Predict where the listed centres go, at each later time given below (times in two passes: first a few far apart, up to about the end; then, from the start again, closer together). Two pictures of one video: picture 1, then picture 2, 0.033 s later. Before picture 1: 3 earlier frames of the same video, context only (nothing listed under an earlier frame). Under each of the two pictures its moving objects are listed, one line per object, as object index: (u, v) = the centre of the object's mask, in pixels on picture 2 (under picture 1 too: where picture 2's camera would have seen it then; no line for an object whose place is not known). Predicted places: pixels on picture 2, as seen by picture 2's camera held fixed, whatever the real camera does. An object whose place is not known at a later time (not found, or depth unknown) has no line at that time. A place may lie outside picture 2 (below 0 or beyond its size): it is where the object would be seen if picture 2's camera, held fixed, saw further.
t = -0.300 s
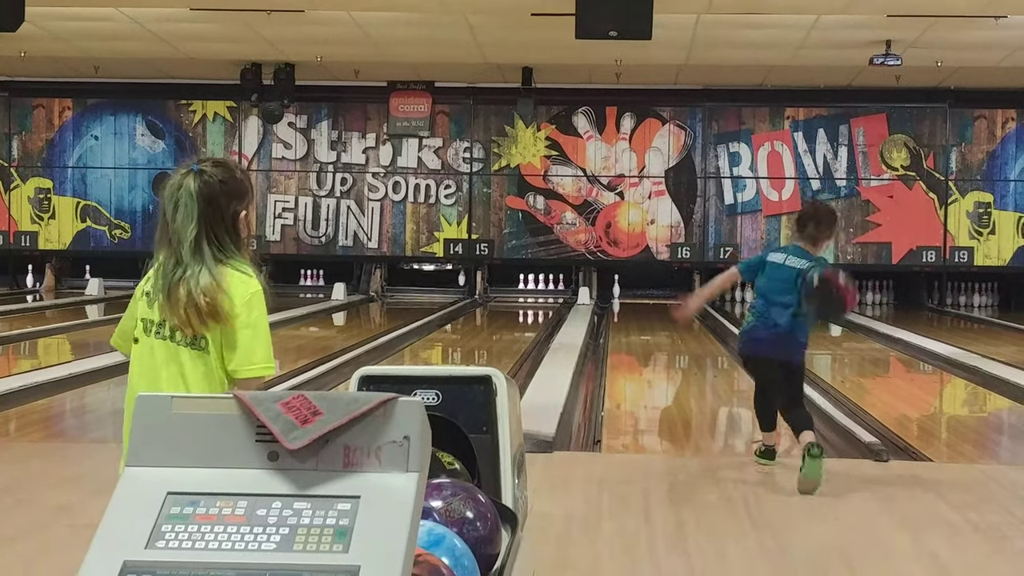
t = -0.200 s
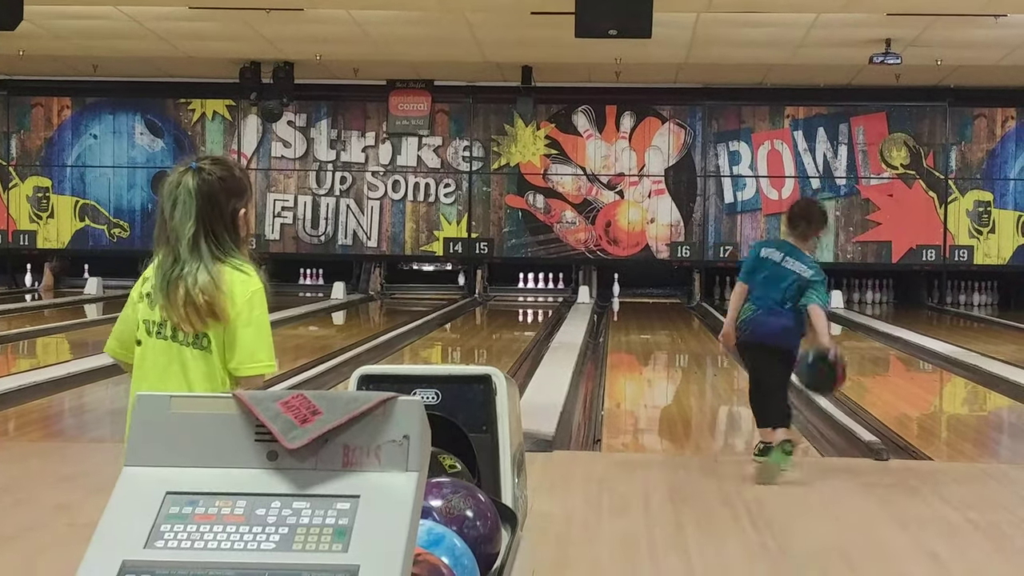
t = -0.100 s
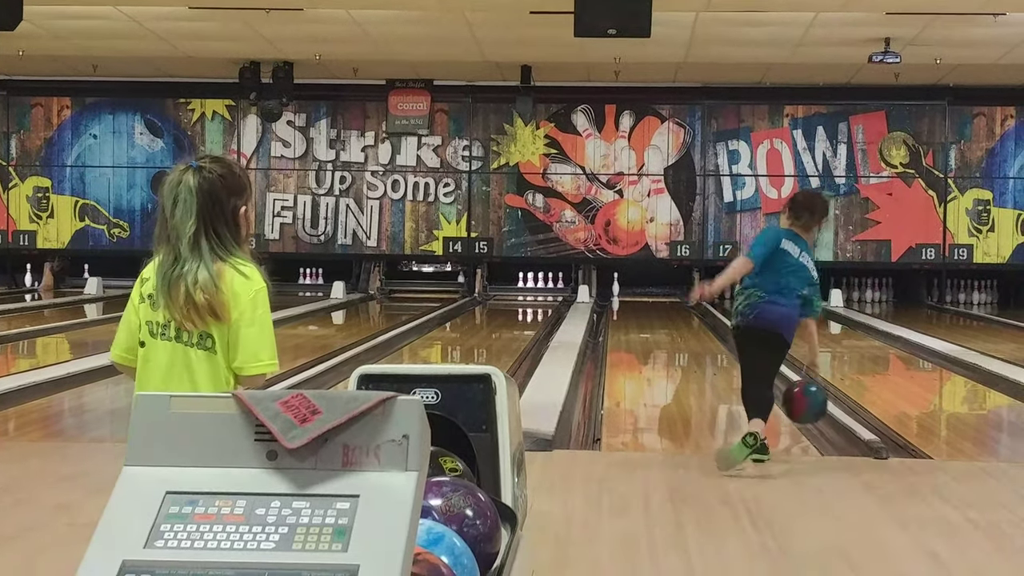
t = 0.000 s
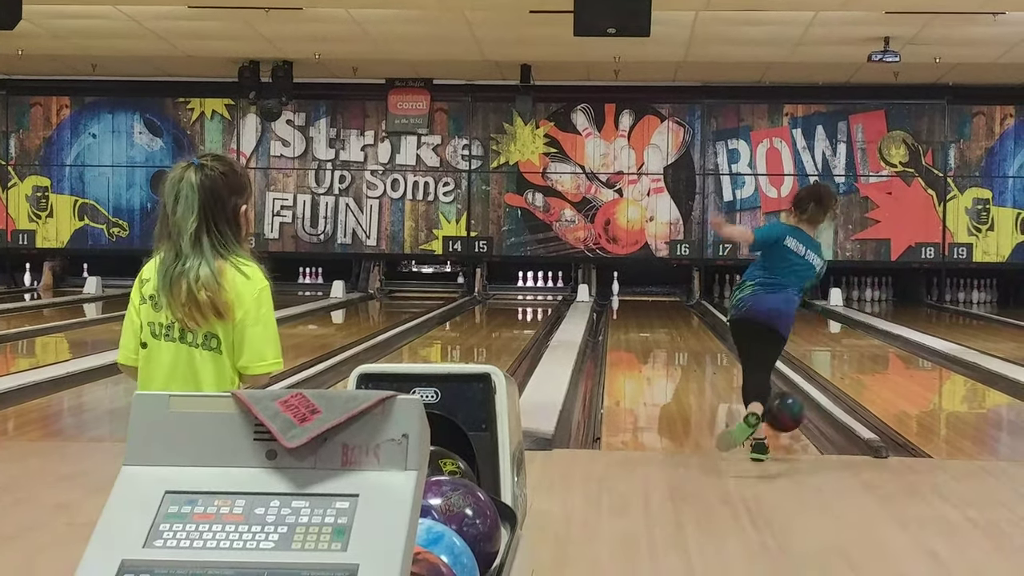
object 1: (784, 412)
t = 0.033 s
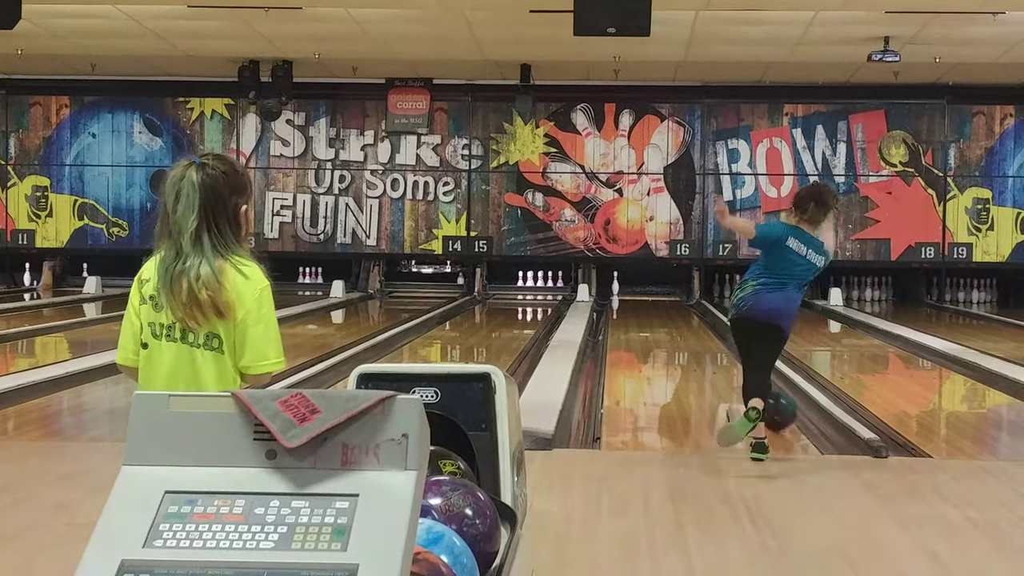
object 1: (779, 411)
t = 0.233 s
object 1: (739, 385)
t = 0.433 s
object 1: (721, 365)
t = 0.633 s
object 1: (702, 350)
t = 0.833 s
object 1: (686, 338)
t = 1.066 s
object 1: (671, 328)
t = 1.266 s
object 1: (661, 319)
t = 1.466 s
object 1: (651, 311)
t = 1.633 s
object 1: (645, 308)
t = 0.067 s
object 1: (777, 407)
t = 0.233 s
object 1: (739, 385)
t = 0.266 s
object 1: (737, 382)
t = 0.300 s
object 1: (735, 378)
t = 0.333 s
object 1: (731, 375)
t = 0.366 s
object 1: (728, 372)
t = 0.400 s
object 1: (725, 368)
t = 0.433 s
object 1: (721, 365)
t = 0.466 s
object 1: (718, 362)
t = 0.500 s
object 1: (715, 359)
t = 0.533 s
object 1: (712, 357)
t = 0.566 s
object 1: (708, 354)
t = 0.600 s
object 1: (705, 353)
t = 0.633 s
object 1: (702, 350)
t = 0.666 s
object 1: (699, 348)
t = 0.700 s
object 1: (696, 346)
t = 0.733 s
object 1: (694, 345)
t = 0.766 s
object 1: (692, 343)
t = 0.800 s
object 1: (688, 340)
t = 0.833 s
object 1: (686, 338)
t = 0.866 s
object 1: (684, 337)
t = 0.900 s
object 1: (682, 335)
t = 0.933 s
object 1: (680, 334)
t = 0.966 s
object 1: (677, 332)
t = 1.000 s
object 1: (675, 330)
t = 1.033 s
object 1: (673, 329)
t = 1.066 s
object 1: (671, 328)
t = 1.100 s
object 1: (669, 326)
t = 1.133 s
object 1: (668, 324)
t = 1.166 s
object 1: (665, 323)
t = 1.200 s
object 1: (663, 322)
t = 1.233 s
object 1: (662, 321)
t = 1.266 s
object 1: (661, 319)
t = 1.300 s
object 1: (660, 318)
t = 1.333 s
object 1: (658, 318)
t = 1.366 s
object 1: (656, 317)
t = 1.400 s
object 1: (654, 315)
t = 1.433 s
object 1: (653, 315)
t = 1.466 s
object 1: (651, 311)
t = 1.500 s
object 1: (650, 311)
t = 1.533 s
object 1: (648, 310)
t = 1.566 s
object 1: (647, 310)
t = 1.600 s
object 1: (645, 309)
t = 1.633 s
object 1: (645, 308)
